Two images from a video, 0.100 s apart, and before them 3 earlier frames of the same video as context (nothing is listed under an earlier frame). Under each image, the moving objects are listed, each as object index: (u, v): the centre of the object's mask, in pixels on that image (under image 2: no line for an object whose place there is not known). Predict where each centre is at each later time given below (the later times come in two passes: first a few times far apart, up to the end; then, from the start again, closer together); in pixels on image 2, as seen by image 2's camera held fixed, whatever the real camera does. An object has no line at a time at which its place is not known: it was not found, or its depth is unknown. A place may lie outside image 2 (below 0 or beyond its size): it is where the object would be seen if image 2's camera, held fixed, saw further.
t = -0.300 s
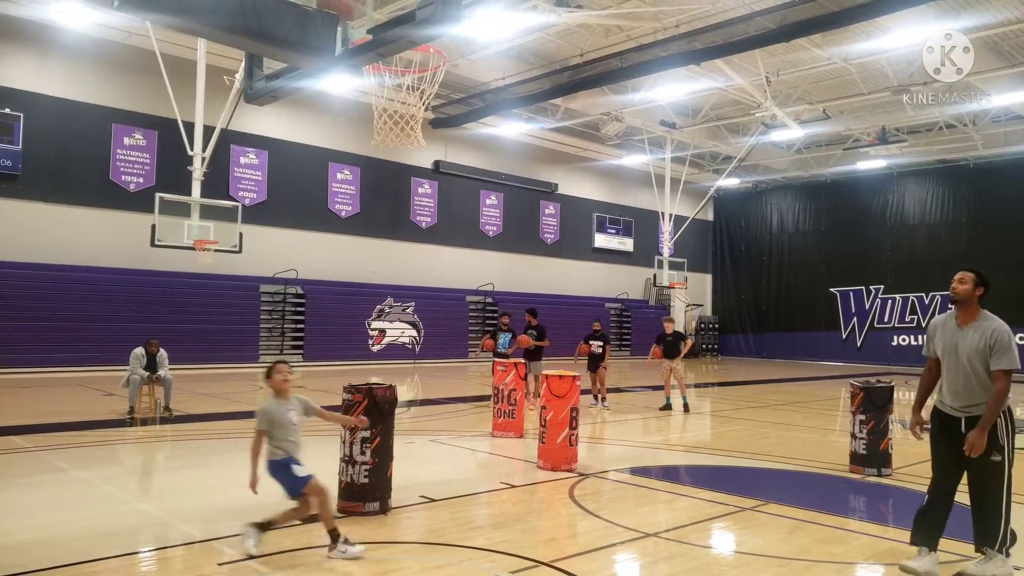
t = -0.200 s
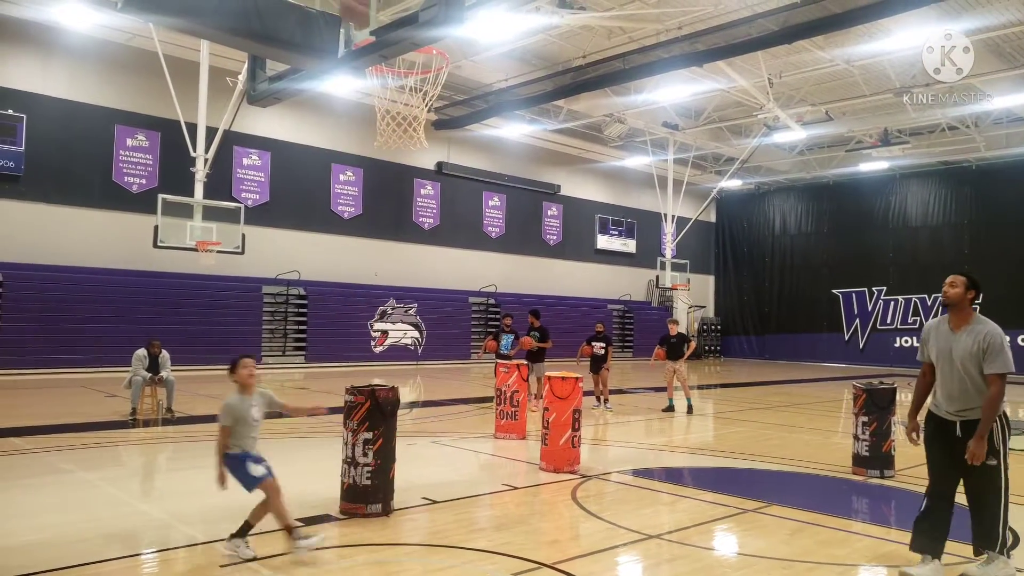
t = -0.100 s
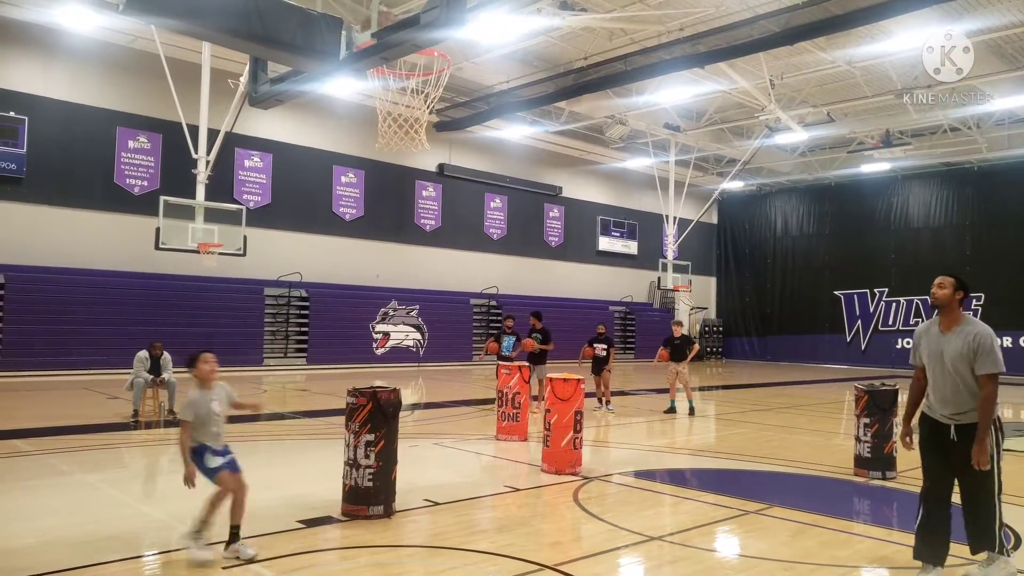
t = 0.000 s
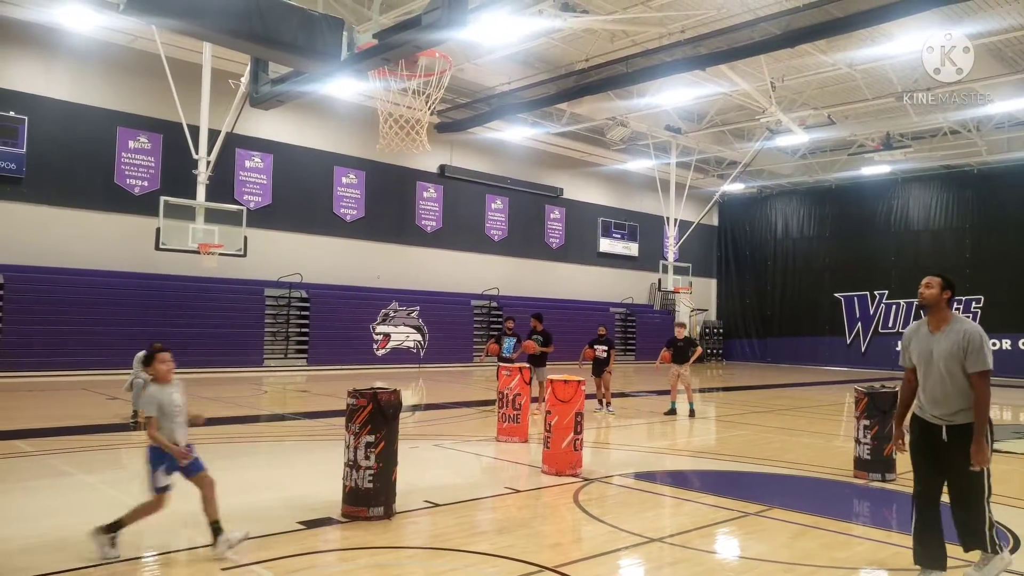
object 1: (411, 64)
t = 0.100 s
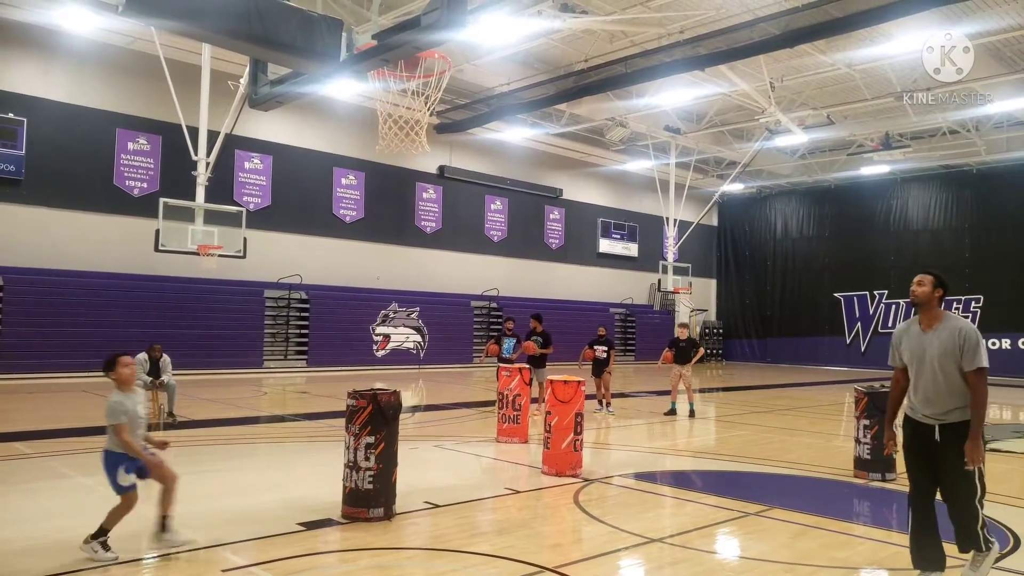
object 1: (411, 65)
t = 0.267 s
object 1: (416, 89)
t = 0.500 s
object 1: (414, 177)
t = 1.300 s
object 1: (385, 334)
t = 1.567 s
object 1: (379, 294)
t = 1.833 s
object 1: (367, 379)
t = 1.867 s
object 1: (365, 401)
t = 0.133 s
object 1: (410, 66)
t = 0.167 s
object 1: (416, 68)
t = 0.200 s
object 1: (419, 70)
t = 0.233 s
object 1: (420, 75)
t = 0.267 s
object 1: (416, 89)
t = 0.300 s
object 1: (418, 101)
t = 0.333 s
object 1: (418, 108)
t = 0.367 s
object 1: (419, 117)
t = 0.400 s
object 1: (417, 134)
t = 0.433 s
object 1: (416, 143)
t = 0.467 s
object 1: (415, 160)
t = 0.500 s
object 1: (414, 177)
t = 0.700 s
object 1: (406, 322)
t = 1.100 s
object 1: (388, 452)
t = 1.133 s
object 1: (387, 426)
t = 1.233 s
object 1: (387, 365)
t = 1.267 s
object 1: (386, 348)
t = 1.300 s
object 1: (385, 334)
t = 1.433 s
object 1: (379, 298)
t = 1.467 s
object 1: (380, 296)
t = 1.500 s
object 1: (381, 294)
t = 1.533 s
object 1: (380, 294)
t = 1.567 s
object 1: (379, 294)
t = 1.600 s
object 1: (375, 296)
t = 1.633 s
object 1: (372, 303)
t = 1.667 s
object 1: (371, 310)
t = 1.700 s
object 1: (371, 321)
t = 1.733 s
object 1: (371, 332)
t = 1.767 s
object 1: (371, 346)
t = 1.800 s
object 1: (369, 361)
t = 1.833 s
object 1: (367, 379)
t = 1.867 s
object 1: (365, 401)
